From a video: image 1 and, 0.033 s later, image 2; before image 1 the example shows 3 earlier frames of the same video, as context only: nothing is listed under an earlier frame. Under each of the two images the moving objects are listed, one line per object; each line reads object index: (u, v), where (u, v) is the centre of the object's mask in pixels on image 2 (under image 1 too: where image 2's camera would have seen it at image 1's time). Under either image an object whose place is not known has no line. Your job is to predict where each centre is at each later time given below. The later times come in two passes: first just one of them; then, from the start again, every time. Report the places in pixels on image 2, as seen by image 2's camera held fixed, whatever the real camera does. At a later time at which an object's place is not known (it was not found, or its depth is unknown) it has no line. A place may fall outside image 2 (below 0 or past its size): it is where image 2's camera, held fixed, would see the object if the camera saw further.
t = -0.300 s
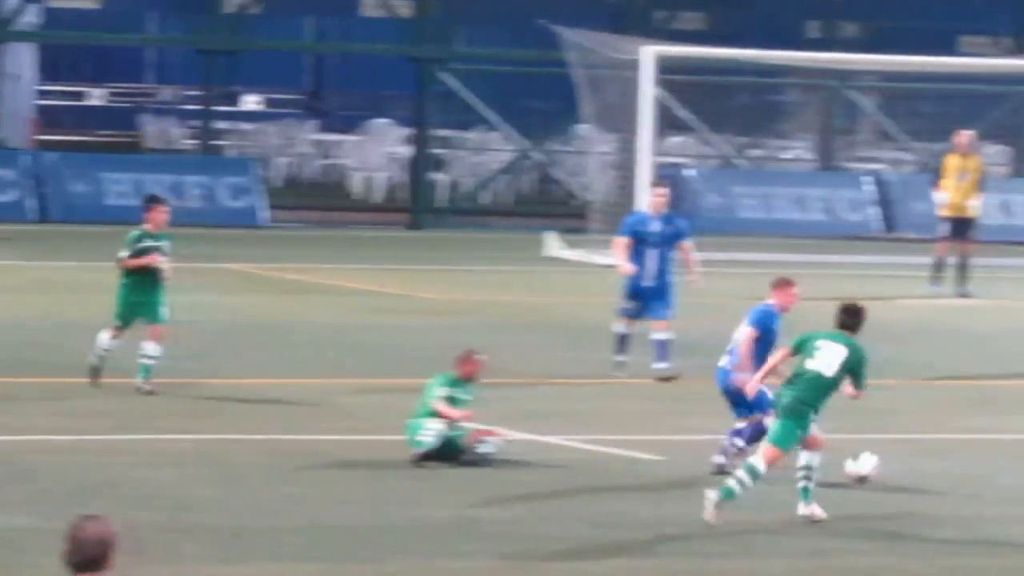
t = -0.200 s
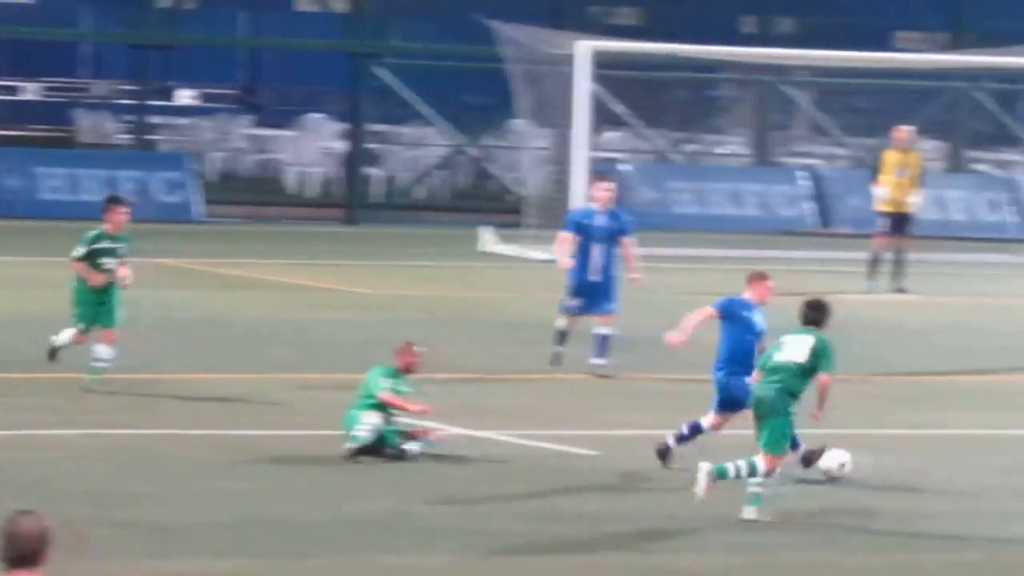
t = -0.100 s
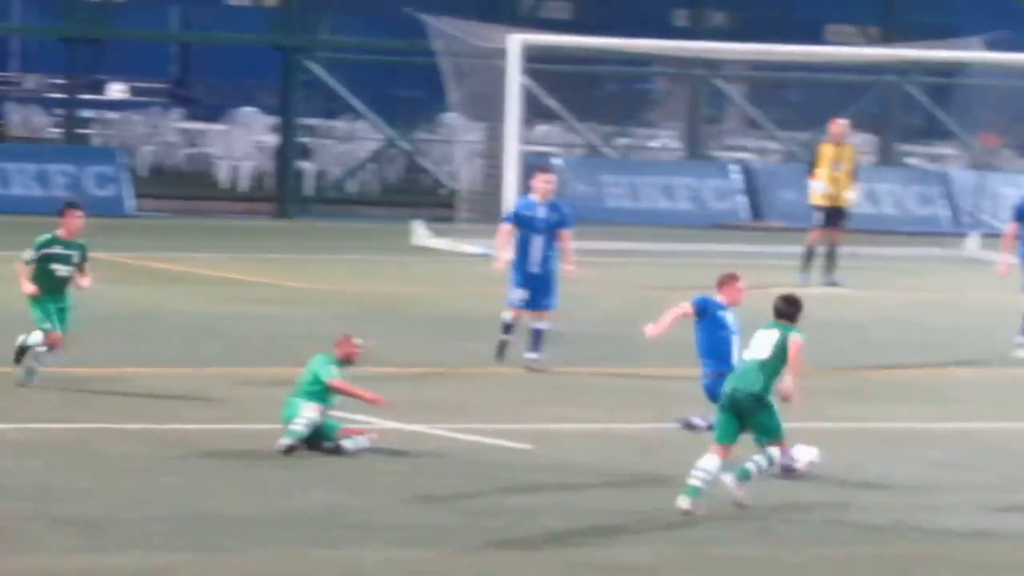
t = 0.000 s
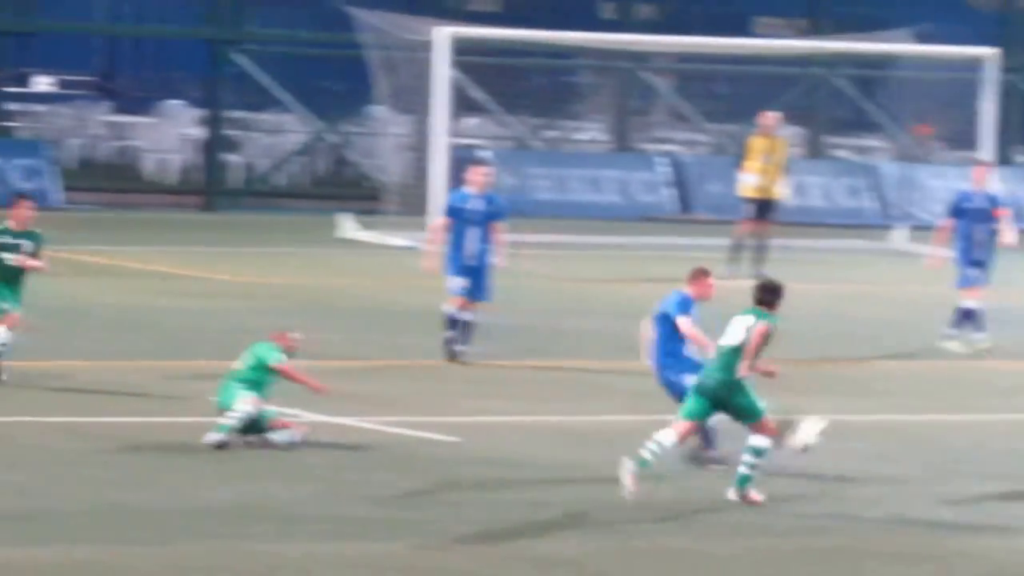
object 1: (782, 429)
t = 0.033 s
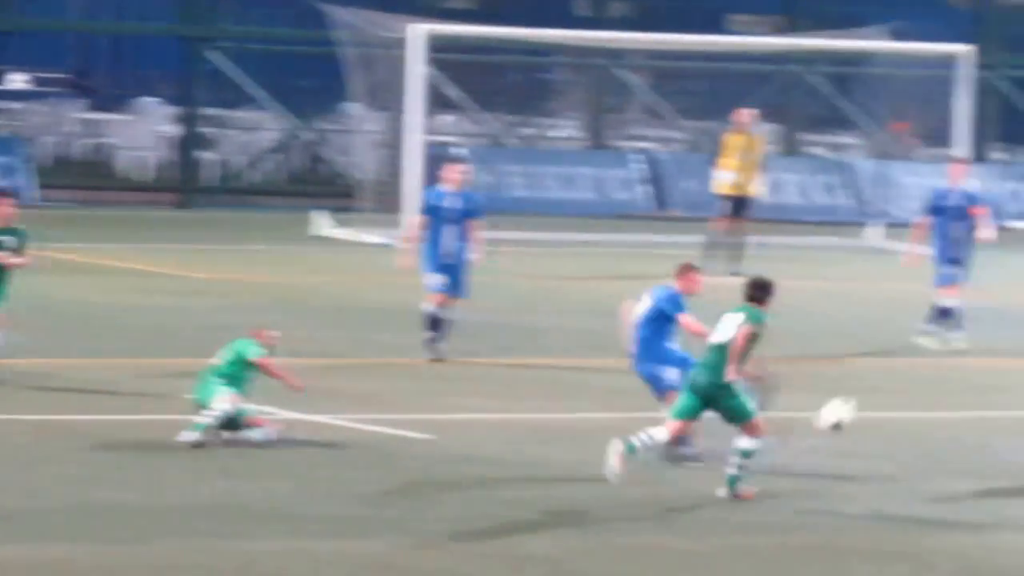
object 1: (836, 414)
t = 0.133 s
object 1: (1000, 379)
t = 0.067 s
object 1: (889, 401)
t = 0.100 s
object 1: (945, 388)
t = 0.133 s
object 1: (1000, 379)
